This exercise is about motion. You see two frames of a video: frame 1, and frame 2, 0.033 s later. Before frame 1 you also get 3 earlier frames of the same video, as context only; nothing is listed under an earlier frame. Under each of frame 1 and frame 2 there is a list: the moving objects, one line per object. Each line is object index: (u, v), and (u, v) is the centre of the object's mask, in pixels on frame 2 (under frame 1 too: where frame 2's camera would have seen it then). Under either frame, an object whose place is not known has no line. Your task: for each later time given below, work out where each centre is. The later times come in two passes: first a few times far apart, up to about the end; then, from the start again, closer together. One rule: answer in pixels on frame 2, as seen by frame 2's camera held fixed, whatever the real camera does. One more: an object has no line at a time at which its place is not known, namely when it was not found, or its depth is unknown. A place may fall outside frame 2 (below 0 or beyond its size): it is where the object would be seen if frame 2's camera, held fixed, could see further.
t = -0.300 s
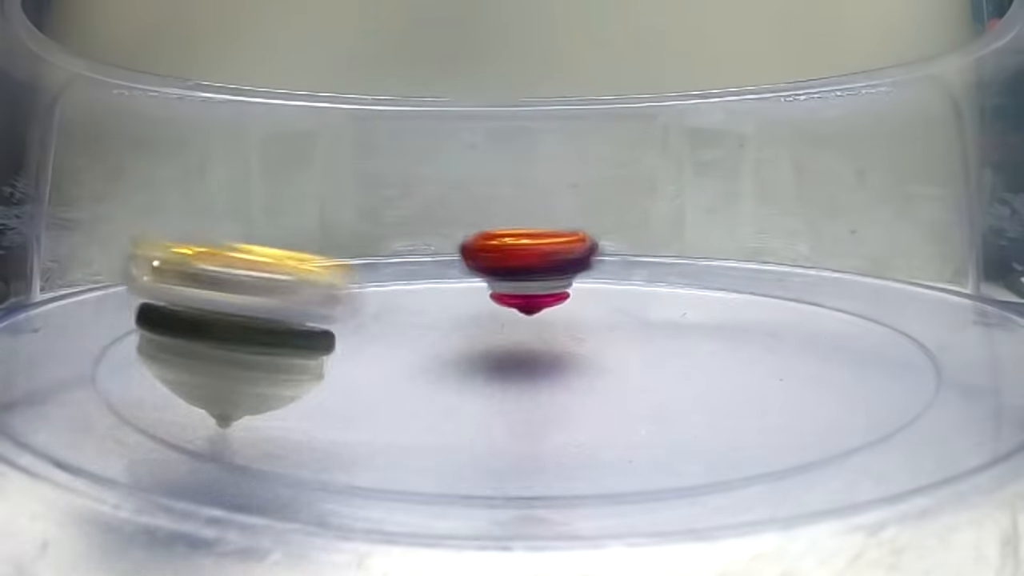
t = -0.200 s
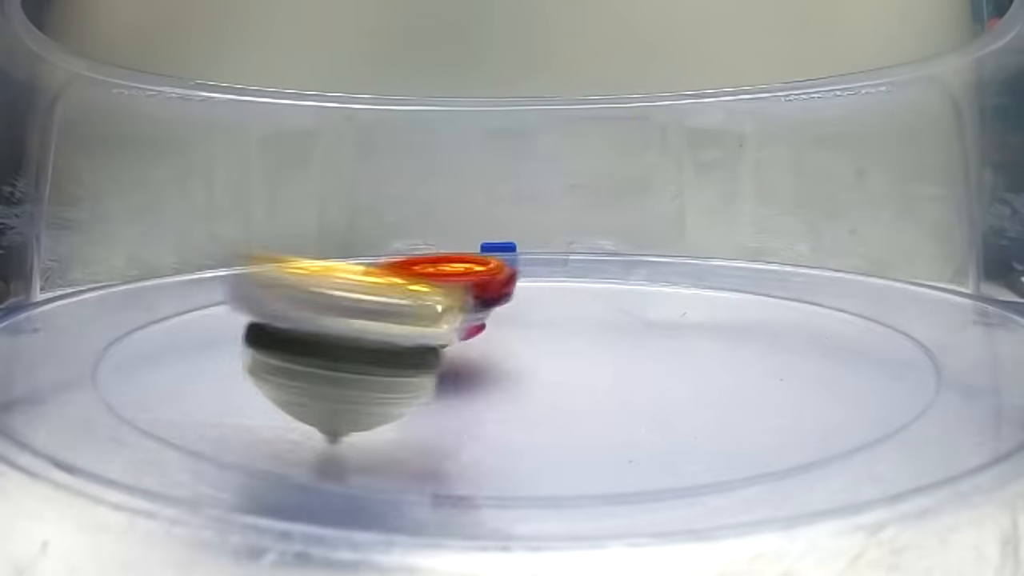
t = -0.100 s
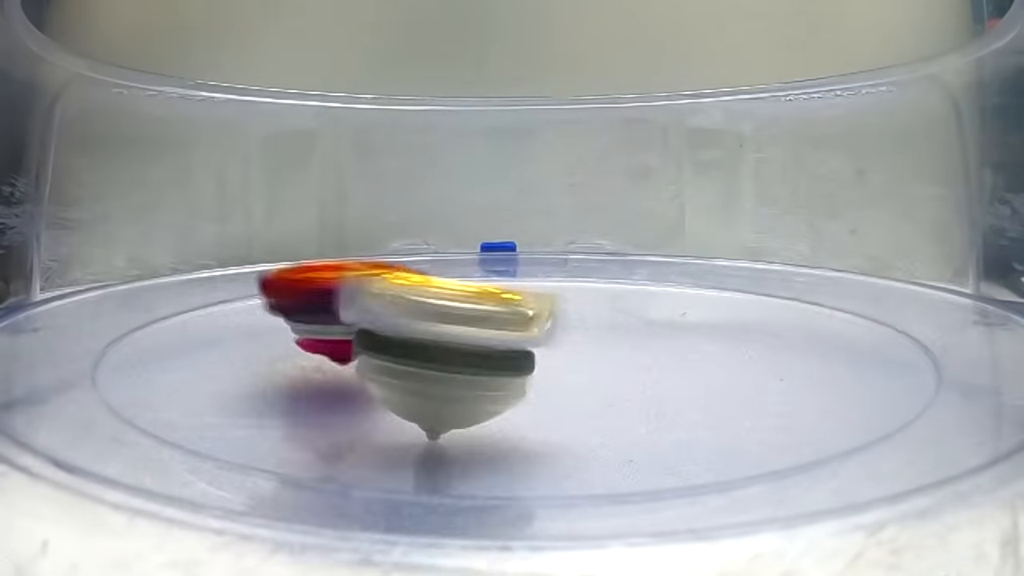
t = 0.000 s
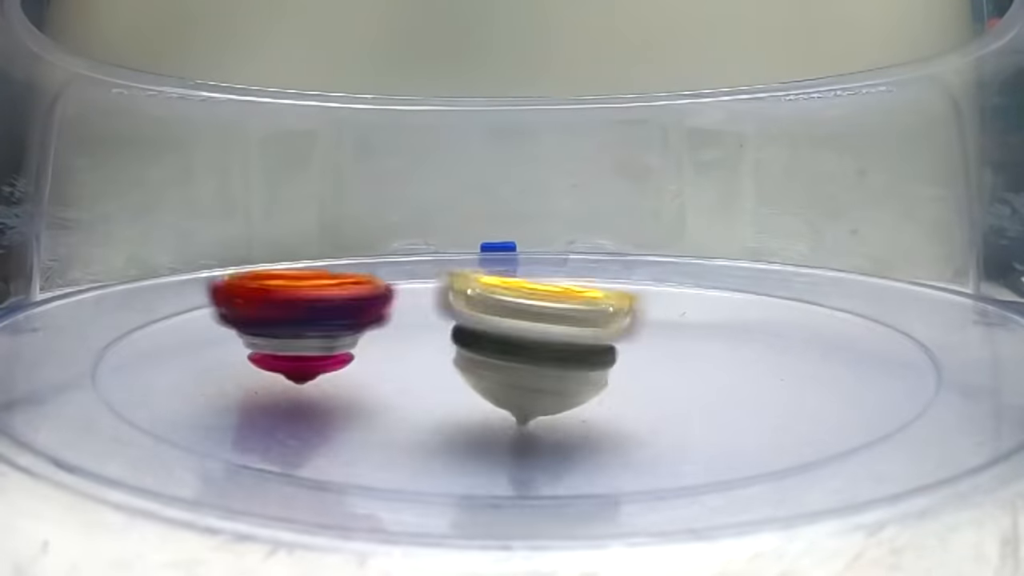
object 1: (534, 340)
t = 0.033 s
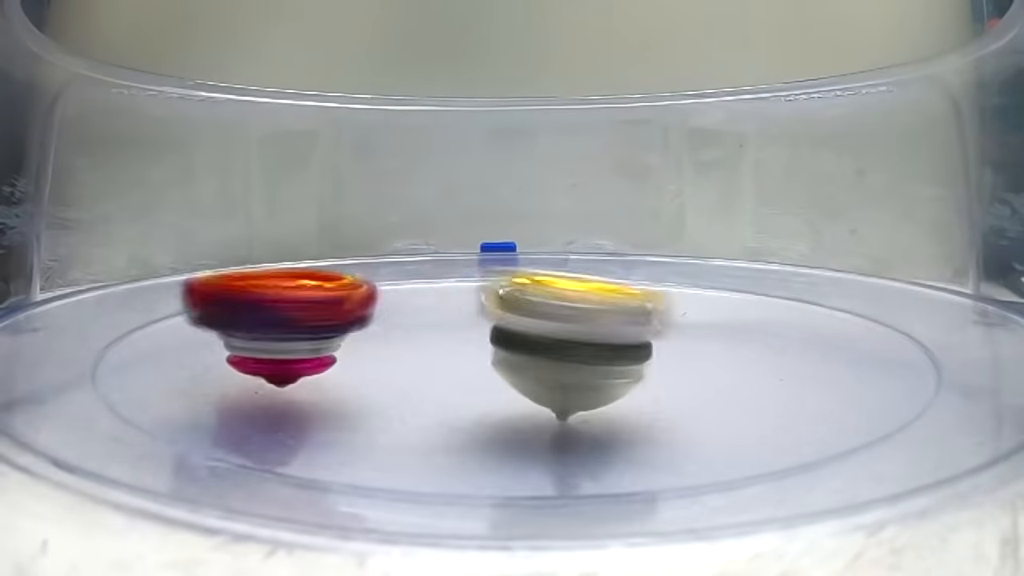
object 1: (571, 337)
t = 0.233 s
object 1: (614, 306)
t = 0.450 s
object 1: (508, 284)
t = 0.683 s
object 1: (398, 291)
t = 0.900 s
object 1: (428, 313)
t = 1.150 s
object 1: (594, 316)
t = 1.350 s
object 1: (625, 285)
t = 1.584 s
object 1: (547, 294)
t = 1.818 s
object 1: (430, 309)
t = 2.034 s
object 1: (539, 348)
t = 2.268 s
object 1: (784, 281)
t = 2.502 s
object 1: (471, 258)
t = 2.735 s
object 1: (100, 275)
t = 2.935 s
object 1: (763, 322)
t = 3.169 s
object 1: (785, 246)
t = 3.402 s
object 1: (323, 238)
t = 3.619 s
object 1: (153, 306)
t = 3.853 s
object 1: (922, 274)
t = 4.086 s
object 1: (514, 234)
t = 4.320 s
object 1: (115, 273)
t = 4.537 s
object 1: (850, 314)
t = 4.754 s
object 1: (746, 240)
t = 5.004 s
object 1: (246, 244)
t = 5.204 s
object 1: (199, 317)
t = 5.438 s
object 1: (892, 264)
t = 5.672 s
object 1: (495, 233)
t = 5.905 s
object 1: (118, 270)
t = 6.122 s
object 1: (841, 318)
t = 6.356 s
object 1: (744, 241)
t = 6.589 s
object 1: (312, 239)
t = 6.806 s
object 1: (145, 305)
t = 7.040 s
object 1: (925, 279)
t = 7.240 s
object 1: (673, 236)
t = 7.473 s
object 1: (237, 247)
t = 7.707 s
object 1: (342, 326)
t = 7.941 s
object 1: (880, 262)
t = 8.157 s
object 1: (521, 235)
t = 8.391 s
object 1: (136, 265)
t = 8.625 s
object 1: (757, 324)
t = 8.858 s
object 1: (801, 247)
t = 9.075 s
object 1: (419, 235)
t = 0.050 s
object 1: (578, 334)
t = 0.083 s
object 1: (607, 330)
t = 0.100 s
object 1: (615, 328)
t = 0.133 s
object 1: (622, 321)
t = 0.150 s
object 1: (626, 320)
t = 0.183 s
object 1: (624, 315)
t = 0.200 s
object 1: (621, 313)
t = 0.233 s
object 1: (614, 306)
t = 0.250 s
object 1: (608, 306)
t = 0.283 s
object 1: (594, 298)
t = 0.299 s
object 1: (593, 290)
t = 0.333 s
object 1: (569, 273)
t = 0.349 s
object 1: (561, 273)
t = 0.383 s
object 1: (537, 269)
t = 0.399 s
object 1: (528, 275)
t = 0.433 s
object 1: (511, 285)
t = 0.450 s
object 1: (508, 284)
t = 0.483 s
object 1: (485, 283)
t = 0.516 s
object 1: (463, 281)
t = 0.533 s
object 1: (455, 281)
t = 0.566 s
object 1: (438, 283)
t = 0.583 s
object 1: (433, 282)
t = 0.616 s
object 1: (418, 284)
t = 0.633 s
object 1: (413, 285)
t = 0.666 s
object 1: (402, 288)
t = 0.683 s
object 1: (398, 291)
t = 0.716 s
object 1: (395, 292)
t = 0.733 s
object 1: (389, 296)
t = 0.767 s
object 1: (389, 299)
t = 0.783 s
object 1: (392, 301)
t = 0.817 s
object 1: (397, 305)
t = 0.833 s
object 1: (403, 308)
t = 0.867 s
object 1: (416, 309)
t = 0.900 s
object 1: (428, 313)
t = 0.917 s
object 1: (438, 315)
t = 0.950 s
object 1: (460, 319)
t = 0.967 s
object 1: (471, 319)
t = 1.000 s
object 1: (494, 323)
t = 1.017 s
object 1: (508, 323)
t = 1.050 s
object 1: (531, 322)
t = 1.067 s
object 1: (545, 321)
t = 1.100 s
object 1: (568, 319)
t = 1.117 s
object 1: (573, 318)
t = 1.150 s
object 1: (594, 316)
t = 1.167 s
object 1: (601, 314)
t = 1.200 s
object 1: (615, 310)
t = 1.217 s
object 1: (619, 309)
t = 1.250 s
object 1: (623, 306)
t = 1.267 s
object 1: (627, 305)
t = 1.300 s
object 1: (626, 300)
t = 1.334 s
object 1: (628, 292)
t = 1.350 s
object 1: (625, 285)
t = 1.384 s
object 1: (620, 272)
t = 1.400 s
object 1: (613, 269)
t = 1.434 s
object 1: (597, 268)
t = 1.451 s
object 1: (584, 277)
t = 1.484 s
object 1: (576, 288)
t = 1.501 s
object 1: (573, 290)
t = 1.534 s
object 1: (566, 293)
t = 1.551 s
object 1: (558, 291)
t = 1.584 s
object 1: (547, 294)
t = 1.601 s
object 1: (542, 294)
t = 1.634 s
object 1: (521, 299)
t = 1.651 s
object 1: (507, 298)
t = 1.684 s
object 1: (487, 299)
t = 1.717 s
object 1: (467, 301)
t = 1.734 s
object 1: (458, 301)
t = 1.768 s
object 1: (443, 304)
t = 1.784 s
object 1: (440, 305)
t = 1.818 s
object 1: (430, 309)
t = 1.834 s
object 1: (426, 311)
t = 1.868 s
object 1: (424, 315)
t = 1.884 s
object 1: (424, 317)
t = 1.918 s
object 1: (431, 326)
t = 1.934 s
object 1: (439, 329)
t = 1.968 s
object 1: (463, 338)
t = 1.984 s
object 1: (480, 343)
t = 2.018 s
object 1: (527, 347)
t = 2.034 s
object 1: (539, 348)
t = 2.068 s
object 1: (609, 346)
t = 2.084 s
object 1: (639, 343)
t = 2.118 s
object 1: (709, 334)
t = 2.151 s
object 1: (754, 323)
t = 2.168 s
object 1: (770, 318)
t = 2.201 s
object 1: (792, 303)
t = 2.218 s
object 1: (797, 297)
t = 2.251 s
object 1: (791, 286)
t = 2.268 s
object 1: (784, 281)
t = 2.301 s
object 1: (758, 272)
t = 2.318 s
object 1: (740, 269)
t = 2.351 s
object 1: (702, 264)
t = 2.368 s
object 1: (678, 262)
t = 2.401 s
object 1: (630, 253)
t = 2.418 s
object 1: (602, 251)
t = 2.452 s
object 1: (550, 257)
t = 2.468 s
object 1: (529, 257)
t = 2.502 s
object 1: (471, 258)
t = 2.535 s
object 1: (405, 259)
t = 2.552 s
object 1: (378, 261)
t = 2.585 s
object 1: (327, 263)
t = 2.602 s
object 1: (298, 263)
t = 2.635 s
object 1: (233, 266)
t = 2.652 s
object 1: (206, 267)
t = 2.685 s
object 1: (158, 273)
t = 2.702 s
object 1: (133, 273)
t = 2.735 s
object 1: (100, 275)
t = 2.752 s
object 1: (101, 279)
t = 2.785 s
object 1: (120, 295)
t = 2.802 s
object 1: (136, 301)
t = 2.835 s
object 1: (245, 319)
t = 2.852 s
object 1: (276, 322)
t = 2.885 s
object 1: (475, 331)
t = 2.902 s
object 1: (604, 328)
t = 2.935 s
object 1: (763, 322)
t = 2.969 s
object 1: (870, 309)
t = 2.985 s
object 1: (899, 302)
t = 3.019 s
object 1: (922, 288)
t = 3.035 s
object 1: (924, 281)
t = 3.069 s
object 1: (907, 270)
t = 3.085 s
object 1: (893, 265)
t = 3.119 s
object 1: (851, 256)
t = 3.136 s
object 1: (829, 252)
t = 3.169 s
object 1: (785, 246)
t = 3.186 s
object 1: (756, 244)
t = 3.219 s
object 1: (698, 240)
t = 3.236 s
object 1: (667, 239)
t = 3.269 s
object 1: (603, 236)
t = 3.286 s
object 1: (570, 235)
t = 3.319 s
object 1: (505, 234)
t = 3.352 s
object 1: (428, 236)
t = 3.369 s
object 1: (393, 236)
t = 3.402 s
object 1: (323, 238)
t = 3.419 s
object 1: (291, 241)
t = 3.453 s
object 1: (235, 246)
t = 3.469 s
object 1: (207, 251)
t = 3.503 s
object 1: (158, 260)
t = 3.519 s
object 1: (133, 266)
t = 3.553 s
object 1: (114, 277)
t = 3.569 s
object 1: (107, 283)
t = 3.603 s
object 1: (125, 298)
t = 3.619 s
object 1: (153, 306)
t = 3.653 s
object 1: (278, 323)
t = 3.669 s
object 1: (359, 326)
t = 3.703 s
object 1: (543, 333)
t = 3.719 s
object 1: (642, 330)
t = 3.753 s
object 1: (804, 319)
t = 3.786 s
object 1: (899, 304)
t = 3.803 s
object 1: (917, 295)
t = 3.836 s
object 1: (925, 282)
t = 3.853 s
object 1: (922, 274)
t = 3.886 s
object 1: (892, 263)
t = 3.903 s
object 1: (871, 258)
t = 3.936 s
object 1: (817, 248)
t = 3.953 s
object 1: (803, 246)
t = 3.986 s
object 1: (736, 239)
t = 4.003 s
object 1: (692, 237)
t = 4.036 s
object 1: (623, 234)
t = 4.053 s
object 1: (587, 233)
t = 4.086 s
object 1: (514, 234)
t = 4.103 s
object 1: (477, 234)
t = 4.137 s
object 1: (405, 234)
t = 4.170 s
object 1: (337, 234)
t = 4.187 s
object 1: (303, 234)
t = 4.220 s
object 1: (245, 243)
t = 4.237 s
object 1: (217, 248)
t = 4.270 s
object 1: (169, 257)
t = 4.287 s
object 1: (147, 263)
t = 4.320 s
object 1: (115, 273)
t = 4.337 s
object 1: (107, 279)
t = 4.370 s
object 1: (118, 295)
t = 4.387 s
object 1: (140, 303)
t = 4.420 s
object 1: (232, 321)
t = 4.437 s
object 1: (307, 327)
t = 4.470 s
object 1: (507, 334)
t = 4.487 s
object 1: (614, 333)
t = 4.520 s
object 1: (793, 321)
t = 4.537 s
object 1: (850, 314)
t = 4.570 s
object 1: (902, 303)
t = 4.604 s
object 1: (928, 284)
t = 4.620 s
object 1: (925, 276)
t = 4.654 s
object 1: (892, 262)
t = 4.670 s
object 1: (869, 258)
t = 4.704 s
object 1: (819, 248)
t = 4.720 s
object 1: (791, 244)
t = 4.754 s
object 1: (746, 240)
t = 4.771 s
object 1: (708, 237)
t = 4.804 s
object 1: (642, 234)
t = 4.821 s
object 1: (599, 233)
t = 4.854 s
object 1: (547, 233)
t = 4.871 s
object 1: (506, 232)
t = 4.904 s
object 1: (440, 234)
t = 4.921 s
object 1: (407, 234)
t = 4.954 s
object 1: (344, 237)
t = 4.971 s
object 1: (314, 239)
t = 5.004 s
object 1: (246, 244)
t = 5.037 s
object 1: (194, 251)
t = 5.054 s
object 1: (170, 256)
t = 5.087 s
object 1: (131, 265)
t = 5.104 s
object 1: (117, 271)
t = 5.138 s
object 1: (106, 284)
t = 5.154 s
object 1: (113, 293)
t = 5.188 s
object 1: (160, 309)
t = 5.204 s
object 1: (199, 317)
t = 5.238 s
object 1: (358, 329)
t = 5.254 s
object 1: (461, 334)
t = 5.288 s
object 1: (652, 331)
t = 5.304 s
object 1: (759, 323)
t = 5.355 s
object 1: (910, 300)
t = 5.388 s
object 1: (926, 281)
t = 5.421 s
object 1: (910, 268)
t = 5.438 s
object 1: (892, 264)
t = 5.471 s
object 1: (854, 256)
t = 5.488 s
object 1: (831, 251)
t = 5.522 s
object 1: (773, 243)
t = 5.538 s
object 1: (744, 240)
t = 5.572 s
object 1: (685, 236)
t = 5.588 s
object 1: (669, 235)
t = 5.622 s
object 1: (592, 233)
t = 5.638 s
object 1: (559, 232)
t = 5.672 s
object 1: (495, 233)
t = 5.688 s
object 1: (464, 234)
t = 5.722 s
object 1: (415, 235)
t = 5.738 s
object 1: (375, 237)
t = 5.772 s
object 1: (314, 239)
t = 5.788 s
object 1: (285, 242)
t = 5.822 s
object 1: (220, 248)
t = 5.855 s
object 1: (183, 254)
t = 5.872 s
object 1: (154, 259)
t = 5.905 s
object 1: (118, 270)
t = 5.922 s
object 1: (107, 277)
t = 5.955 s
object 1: (114, 294)
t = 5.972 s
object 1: (131, 302)
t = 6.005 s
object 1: (211, 317)
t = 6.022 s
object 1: (274, 325)
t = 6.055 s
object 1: (499, 333)
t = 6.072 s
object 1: (595, 335)
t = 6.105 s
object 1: (776, 323)
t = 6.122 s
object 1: (841, 318)
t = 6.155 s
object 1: (907, 301)
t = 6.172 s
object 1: (919, 294)
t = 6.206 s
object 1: (923, 278)
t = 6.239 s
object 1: (902, 265)
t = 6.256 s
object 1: (893, 264)
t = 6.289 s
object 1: (851, 256)
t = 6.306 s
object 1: (827, 250)
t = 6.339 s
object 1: (778, 243)
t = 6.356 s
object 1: (744, 241)
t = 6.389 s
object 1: (701, 237)
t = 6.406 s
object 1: (665, 236)
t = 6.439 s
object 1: (603, 233)
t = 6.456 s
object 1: (573, 232)
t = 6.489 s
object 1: (500, 232)
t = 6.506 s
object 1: (470, 233)
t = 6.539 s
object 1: (408, 235)
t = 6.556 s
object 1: (376, 237)
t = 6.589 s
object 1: (312, 239)
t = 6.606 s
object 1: (281, 241)
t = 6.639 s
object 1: (227, 247)
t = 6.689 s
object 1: (160, 258)
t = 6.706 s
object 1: (142, 265)
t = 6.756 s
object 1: (105, 283)
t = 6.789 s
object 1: (124, 297)
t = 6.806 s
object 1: (145, 305)
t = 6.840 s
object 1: (248, 323)
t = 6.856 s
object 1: (329, 326)
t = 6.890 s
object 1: (511, 331)
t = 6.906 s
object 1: (618, 331)
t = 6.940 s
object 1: (762, 324)
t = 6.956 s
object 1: (829, 317)
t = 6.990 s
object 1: (897, 302)
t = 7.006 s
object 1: (918, 295)
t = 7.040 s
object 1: (925, 279)
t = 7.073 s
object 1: (909, 268)
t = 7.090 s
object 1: (895, 265)
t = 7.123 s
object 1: (855, 255)
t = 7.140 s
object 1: (834, 251)
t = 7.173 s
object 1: (779, 243)
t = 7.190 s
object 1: (767, 242)
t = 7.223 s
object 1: (703, 237)
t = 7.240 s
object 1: (673, 236)
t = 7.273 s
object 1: (603, 234)
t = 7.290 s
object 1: (570, 233)
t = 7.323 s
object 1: (505, 233)
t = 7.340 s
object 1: (474, 235)
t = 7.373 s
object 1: (410, 235)
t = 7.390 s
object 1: (377, 236)
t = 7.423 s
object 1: (317, 240)
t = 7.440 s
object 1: (285, 241)
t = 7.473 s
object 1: (237, 247)
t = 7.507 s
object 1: (185, 254)
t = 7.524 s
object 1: (165, 258)
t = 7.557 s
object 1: (127, 267)
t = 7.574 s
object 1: (114, 272)
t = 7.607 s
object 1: (107, 287)
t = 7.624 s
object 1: (109, 289)
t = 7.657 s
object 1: (160, 308)
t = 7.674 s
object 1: (209, 317)
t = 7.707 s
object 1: (342, 326)
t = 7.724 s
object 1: (445, 333)
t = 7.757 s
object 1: (628, 330)
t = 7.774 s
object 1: (720, 327)
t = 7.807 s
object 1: (858, 312)
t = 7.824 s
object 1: (889, 306)
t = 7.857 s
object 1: (920, 294)
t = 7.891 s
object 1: (922, 276)
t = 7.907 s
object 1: (915, 271)
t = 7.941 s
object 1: (880, 262)
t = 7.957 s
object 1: (861, 257)
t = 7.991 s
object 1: (823, 249)
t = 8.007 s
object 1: (796, 247)
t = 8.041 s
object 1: (736, 240)
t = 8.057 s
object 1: (708, 238)
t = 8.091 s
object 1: (647, 235)
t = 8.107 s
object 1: (617, 234)
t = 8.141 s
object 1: (554, 233)
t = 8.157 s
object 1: (521, 235)
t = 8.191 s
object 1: (459, 234)
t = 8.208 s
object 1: (436, 235)
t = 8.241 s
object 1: (370, 236)
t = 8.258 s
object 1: (340, 236)
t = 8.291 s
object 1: (285, 242)
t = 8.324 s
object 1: (230, 247)
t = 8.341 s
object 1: (205, 251)
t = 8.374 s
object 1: (154, 260)
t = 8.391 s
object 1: (136, 265)
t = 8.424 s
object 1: (111, 276)
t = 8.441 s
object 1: (106, 280)
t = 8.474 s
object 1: (118, 297)
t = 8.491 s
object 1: (142, 303)
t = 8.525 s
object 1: (231, 322)
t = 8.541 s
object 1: (263, 322)
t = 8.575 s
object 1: (481, 333)
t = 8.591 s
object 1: (568, 334)
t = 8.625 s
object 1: (757, 324)
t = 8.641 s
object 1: (811, 319)
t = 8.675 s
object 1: (886, 305)
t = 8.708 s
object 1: (921, 292)
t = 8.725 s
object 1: (927, 284)
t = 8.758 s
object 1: (915, 270)
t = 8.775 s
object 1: (896, 265)
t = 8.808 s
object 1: (856, 256)
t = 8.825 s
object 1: (837, 252)
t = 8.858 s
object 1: (801, 247)
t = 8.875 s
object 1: (769, 244)
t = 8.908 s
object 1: (706, 237)
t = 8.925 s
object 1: (679, 236)
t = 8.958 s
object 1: (633, 234)
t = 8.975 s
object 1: (595, 234)
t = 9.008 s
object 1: (534, 234)
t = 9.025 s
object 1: (496, 233)
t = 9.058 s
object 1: (433, 235)
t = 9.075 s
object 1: (419, 235)
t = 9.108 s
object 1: (343, 237)
